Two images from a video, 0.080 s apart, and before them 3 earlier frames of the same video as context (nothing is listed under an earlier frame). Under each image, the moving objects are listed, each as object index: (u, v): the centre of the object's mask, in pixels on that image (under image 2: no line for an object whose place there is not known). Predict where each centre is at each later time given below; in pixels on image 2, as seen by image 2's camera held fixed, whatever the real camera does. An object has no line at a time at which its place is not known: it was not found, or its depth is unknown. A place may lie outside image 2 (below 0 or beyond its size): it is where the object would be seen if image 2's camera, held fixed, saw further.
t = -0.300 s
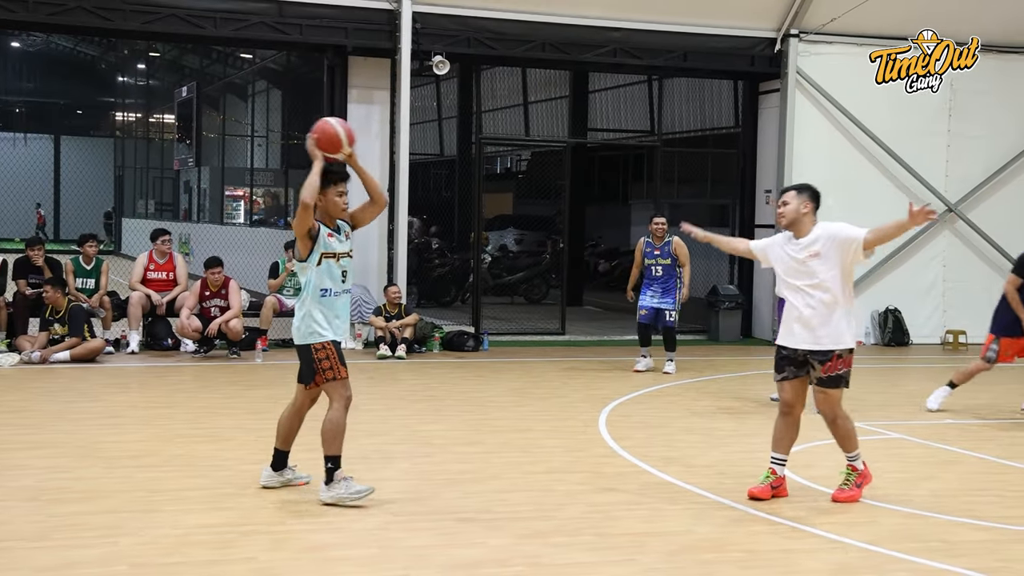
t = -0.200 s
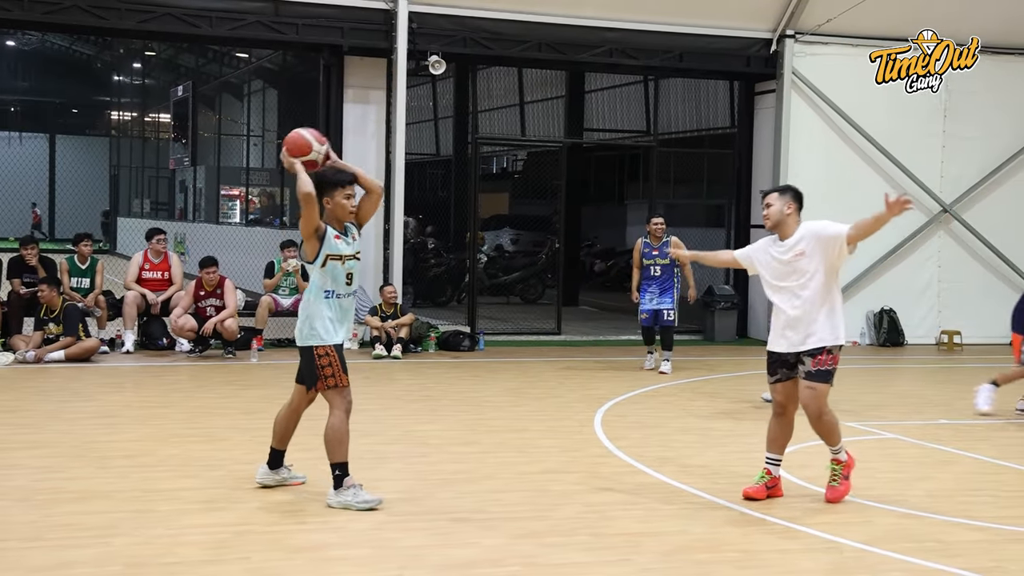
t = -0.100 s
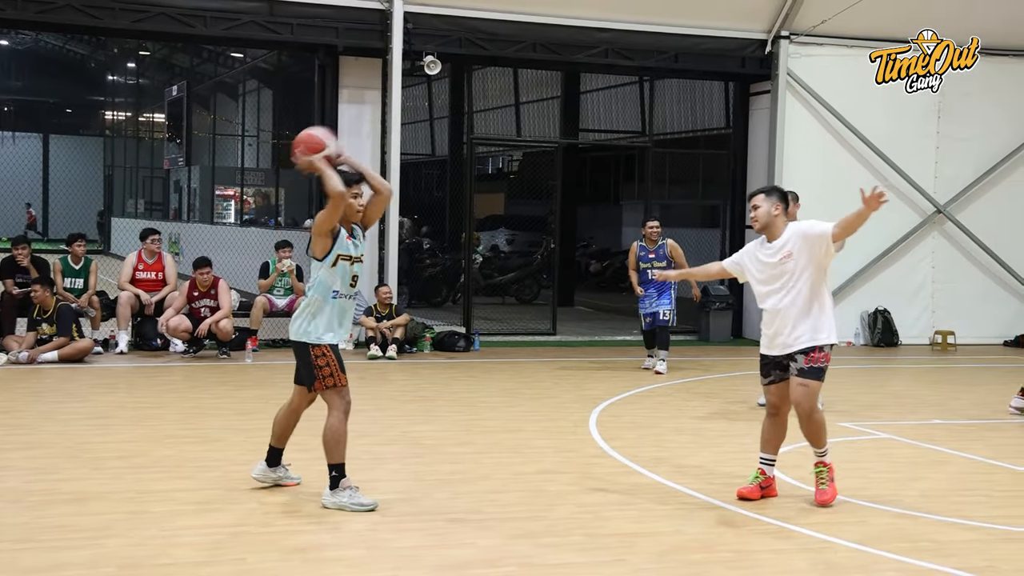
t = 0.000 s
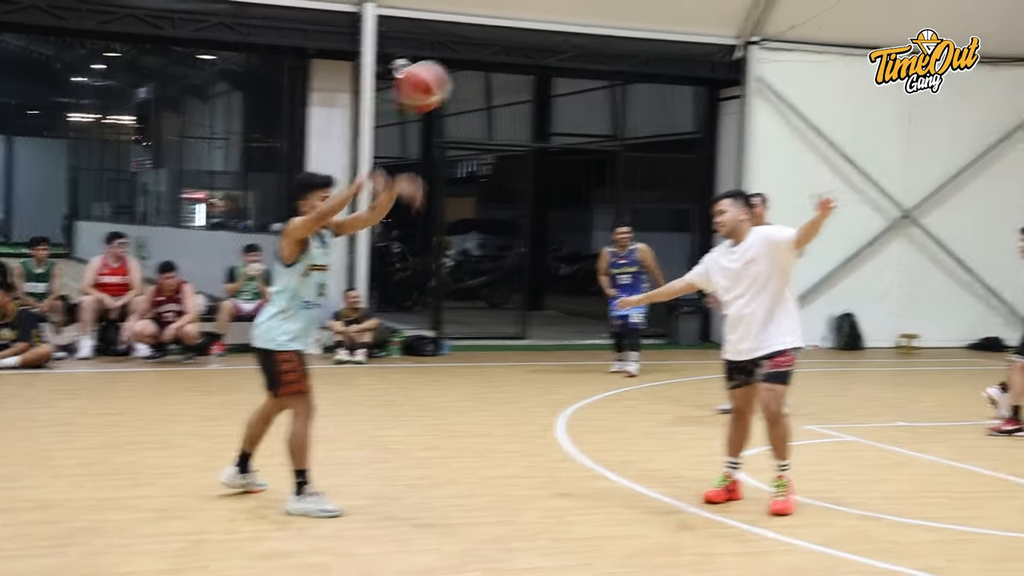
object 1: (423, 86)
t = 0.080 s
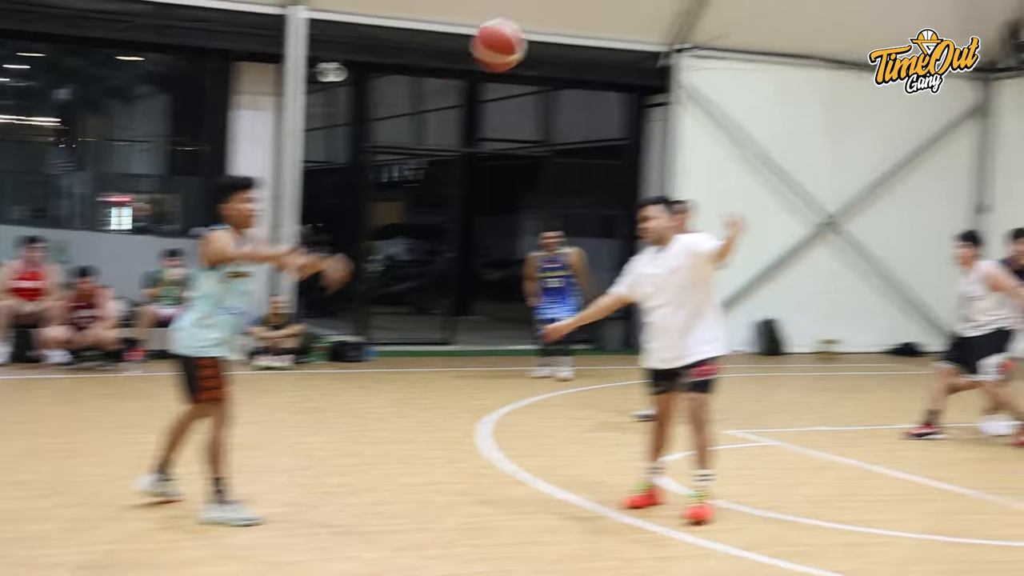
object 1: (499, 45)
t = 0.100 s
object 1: (538, 35)
